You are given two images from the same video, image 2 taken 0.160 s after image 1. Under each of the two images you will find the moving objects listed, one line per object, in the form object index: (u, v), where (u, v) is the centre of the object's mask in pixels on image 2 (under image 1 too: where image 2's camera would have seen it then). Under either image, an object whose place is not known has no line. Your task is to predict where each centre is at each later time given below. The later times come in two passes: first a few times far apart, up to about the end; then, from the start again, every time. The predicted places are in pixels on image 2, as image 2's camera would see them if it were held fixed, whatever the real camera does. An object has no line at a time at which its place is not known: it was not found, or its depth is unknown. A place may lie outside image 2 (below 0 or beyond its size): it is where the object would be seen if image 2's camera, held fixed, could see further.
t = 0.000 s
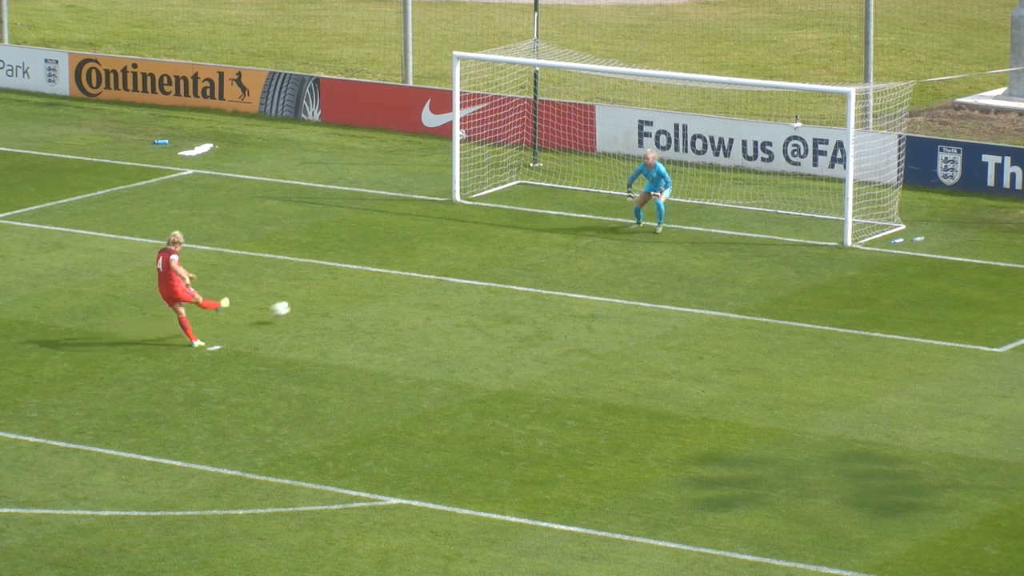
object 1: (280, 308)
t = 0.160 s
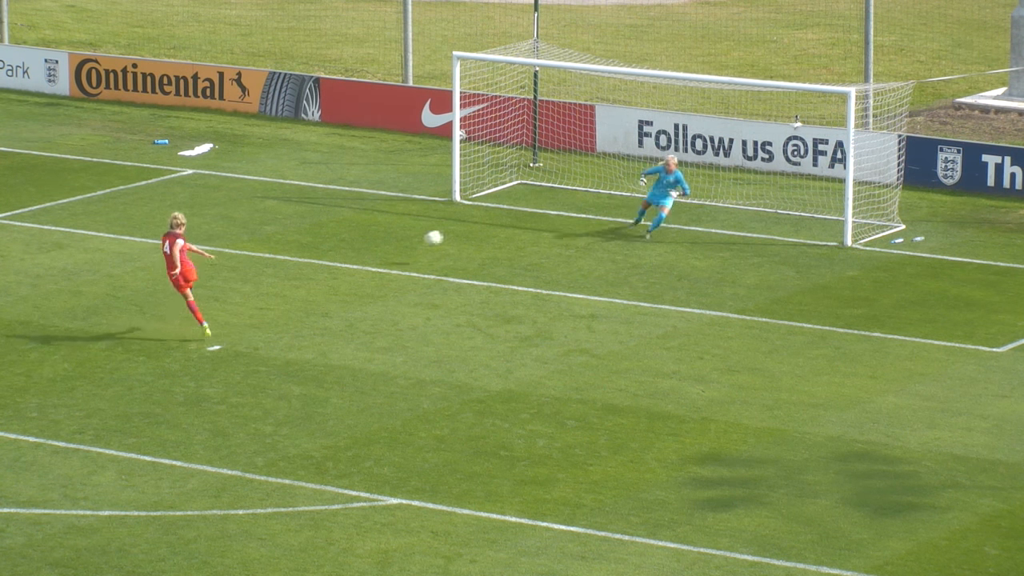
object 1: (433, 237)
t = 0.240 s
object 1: (501, 210)
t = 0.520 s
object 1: (631, 164)
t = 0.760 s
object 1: (613, 134)
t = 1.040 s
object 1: (587, 138)
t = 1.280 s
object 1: (566, 177)
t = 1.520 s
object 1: (550, 190)
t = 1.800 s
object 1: (537, 181)
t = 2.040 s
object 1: (526, 211)
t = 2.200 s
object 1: (518, 207)
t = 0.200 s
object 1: (468, 223)
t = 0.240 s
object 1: (501, 210)
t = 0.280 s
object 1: (533, 199)
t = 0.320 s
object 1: (564, 191)
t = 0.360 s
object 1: (593, 183)
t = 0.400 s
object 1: (620, 177)
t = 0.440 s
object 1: (631, 174)
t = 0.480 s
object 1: (632, 170)
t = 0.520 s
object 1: (631, 164)
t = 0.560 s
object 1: (629, 158)
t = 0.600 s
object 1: (627, 152)
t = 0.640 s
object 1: (624, 147)
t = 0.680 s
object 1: (621, 142)
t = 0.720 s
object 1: (617, 138)
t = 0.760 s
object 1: (613, 134)
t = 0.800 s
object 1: (610, 131)
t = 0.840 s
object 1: (606, 131)
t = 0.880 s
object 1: (603, 130)
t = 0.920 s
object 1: (598, 131)
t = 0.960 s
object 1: (595, 132)
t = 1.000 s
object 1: (591, 134)
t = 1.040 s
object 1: (587, 138)
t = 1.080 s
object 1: (584, 142)
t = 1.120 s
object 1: (580, 147)
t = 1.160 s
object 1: (576, 153)
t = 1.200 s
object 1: (573, 160)
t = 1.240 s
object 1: (569, 167)
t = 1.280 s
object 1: (566, 177)
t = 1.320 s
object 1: (562, 186)
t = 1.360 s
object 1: (558, 197)
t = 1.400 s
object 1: (555, 207)
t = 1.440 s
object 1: (553, 200)
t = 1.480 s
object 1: (551, 195)
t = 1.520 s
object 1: (550, 190)
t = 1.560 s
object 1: (548, 186)
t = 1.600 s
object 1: (546, 183)
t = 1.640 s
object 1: (544, 180)
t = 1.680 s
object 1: (542, 179)
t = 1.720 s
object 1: (541, 179)
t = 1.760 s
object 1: (539, 179)
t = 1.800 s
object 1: (537, 181)
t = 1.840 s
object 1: (534, 184)
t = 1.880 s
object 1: (533, 187)
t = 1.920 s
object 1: (531, 192)
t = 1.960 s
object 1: (529, 197)
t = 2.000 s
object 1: (528, 204)
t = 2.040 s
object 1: (526, 211)
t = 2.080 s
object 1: (524, 215)
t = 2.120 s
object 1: (522, 212)
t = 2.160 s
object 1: (519, 209)
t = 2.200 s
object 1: (518, 207)
